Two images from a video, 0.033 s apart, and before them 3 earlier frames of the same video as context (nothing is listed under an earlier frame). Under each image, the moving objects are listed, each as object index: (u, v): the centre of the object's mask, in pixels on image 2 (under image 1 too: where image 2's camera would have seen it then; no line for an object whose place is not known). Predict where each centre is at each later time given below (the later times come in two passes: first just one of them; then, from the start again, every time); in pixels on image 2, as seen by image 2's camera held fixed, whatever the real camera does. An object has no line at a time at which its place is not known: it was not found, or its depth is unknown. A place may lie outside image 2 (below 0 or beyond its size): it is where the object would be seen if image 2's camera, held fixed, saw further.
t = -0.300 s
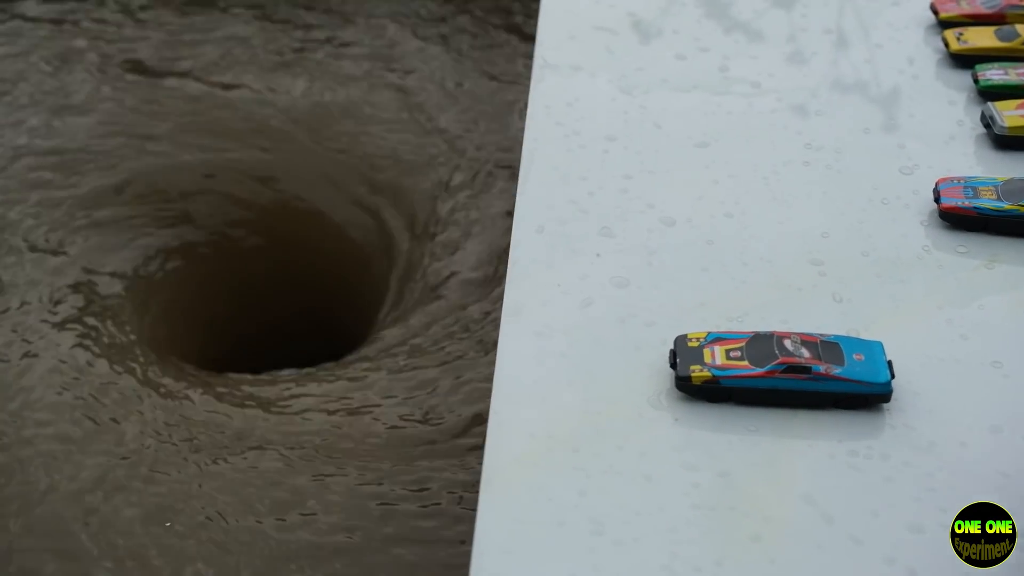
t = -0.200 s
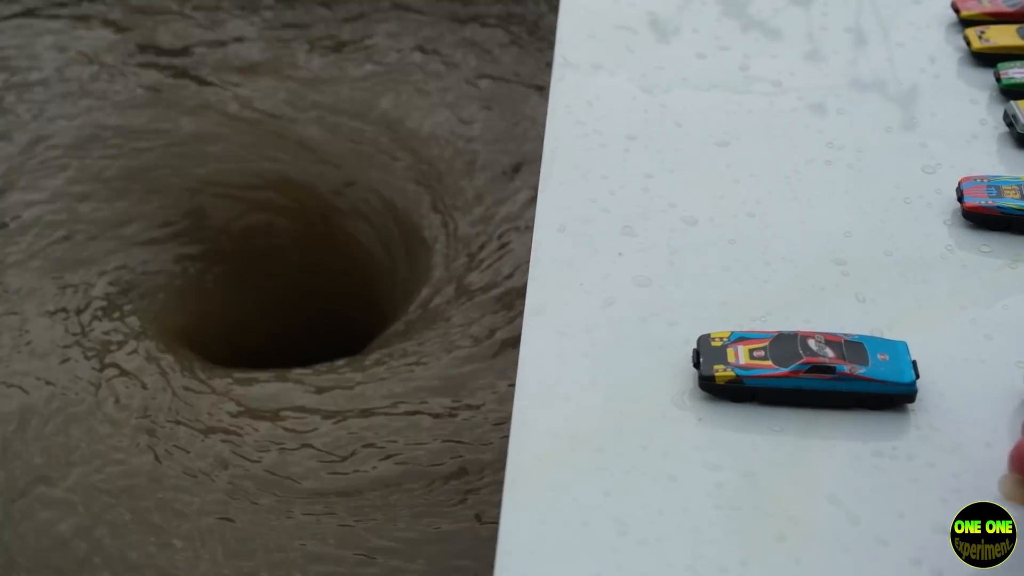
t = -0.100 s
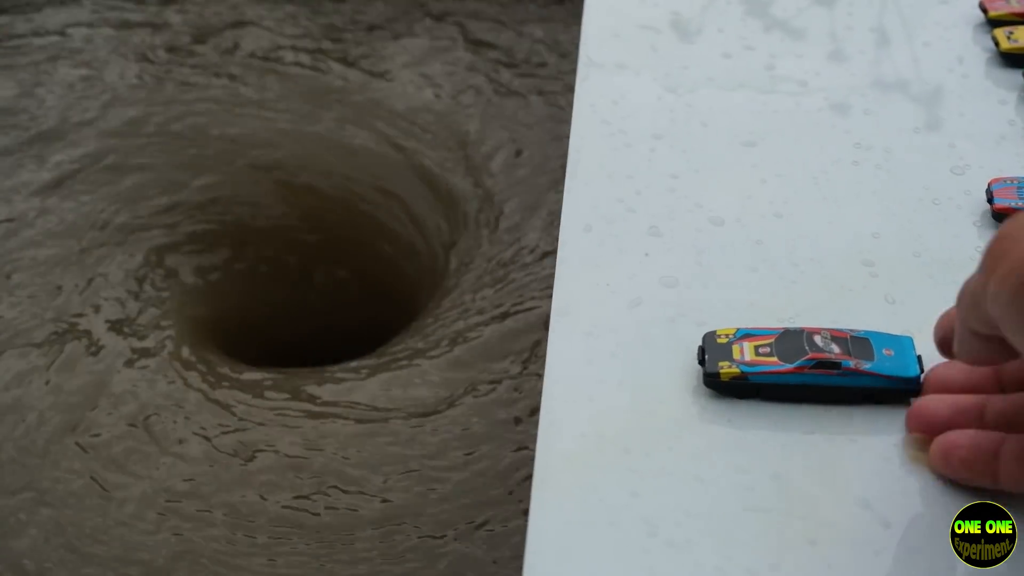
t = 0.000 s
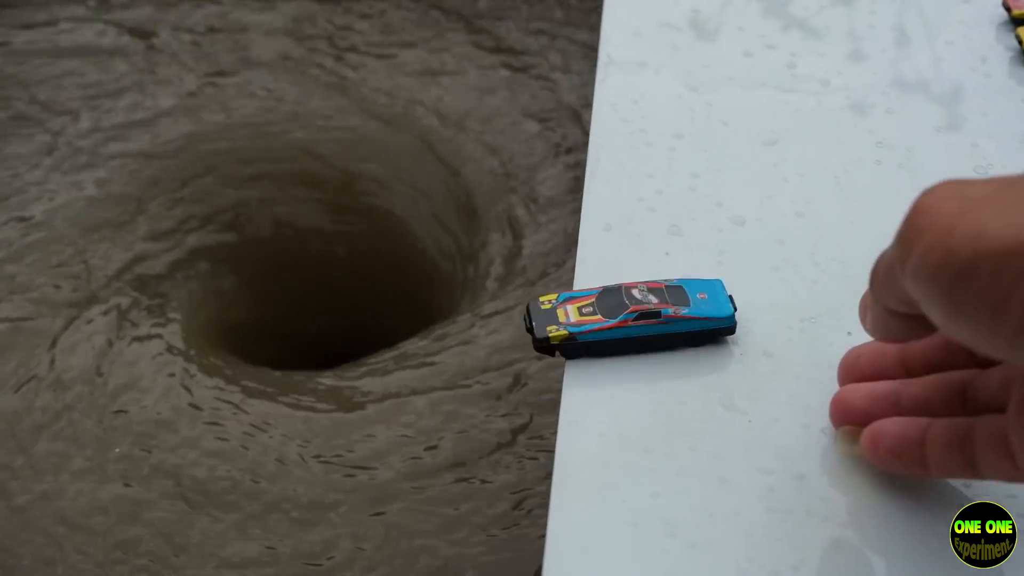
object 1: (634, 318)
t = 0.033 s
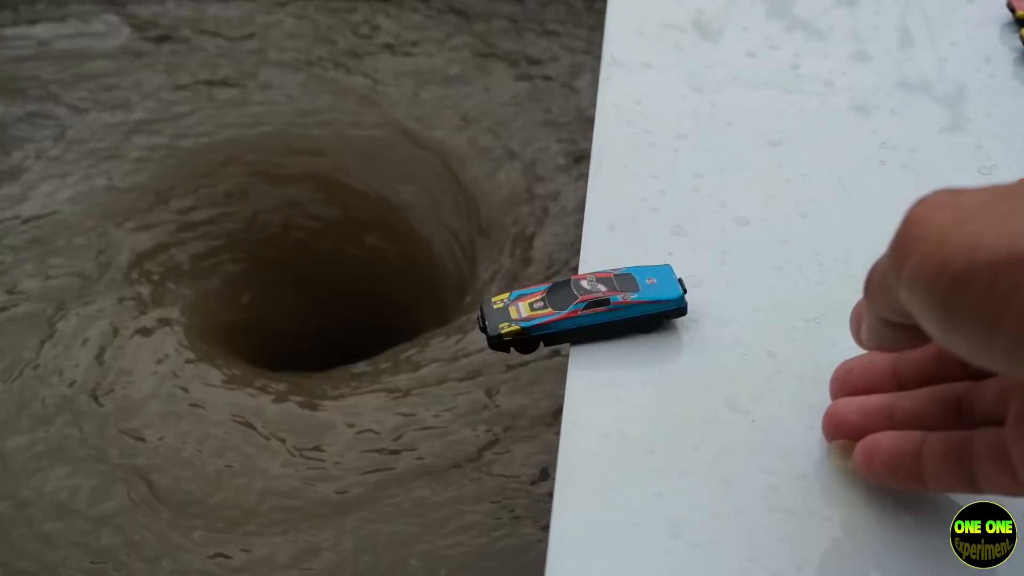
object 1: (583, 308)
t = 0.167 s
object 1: (418, 397)
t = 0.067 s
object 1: (539, 303)
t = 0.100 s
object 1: (498, 314)
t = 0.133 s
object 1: (457, 346)
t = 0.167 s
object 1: (418, 397)
